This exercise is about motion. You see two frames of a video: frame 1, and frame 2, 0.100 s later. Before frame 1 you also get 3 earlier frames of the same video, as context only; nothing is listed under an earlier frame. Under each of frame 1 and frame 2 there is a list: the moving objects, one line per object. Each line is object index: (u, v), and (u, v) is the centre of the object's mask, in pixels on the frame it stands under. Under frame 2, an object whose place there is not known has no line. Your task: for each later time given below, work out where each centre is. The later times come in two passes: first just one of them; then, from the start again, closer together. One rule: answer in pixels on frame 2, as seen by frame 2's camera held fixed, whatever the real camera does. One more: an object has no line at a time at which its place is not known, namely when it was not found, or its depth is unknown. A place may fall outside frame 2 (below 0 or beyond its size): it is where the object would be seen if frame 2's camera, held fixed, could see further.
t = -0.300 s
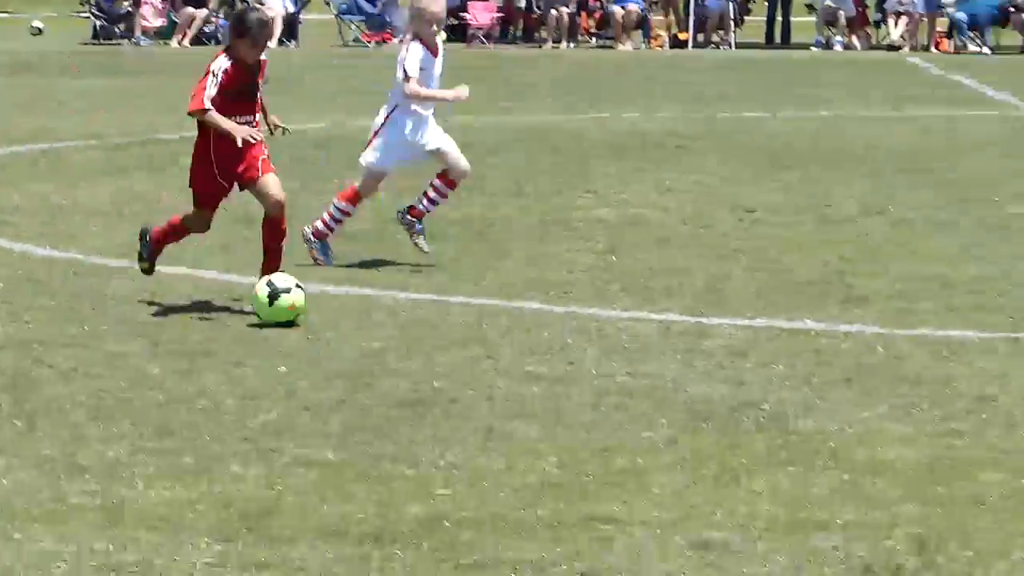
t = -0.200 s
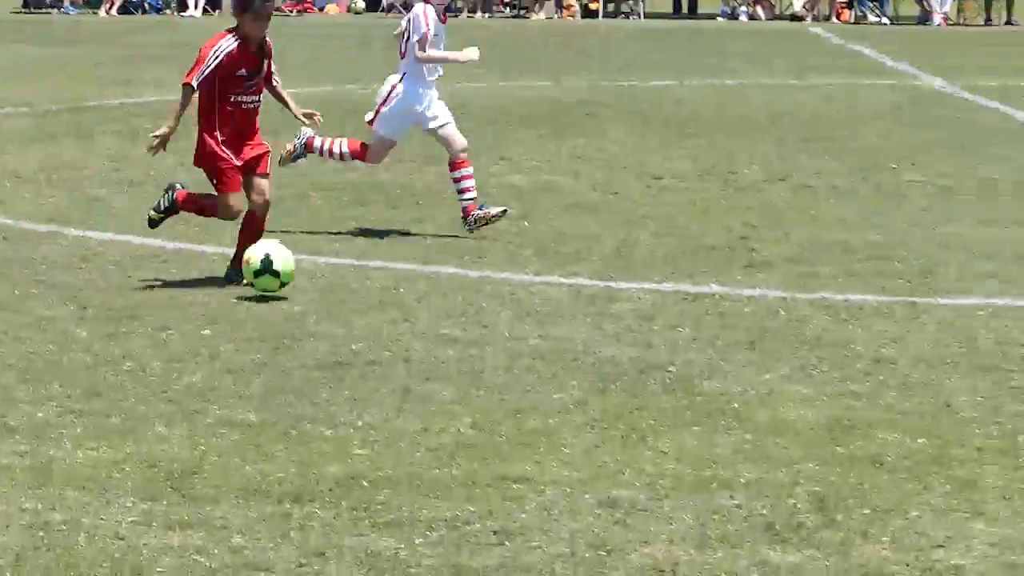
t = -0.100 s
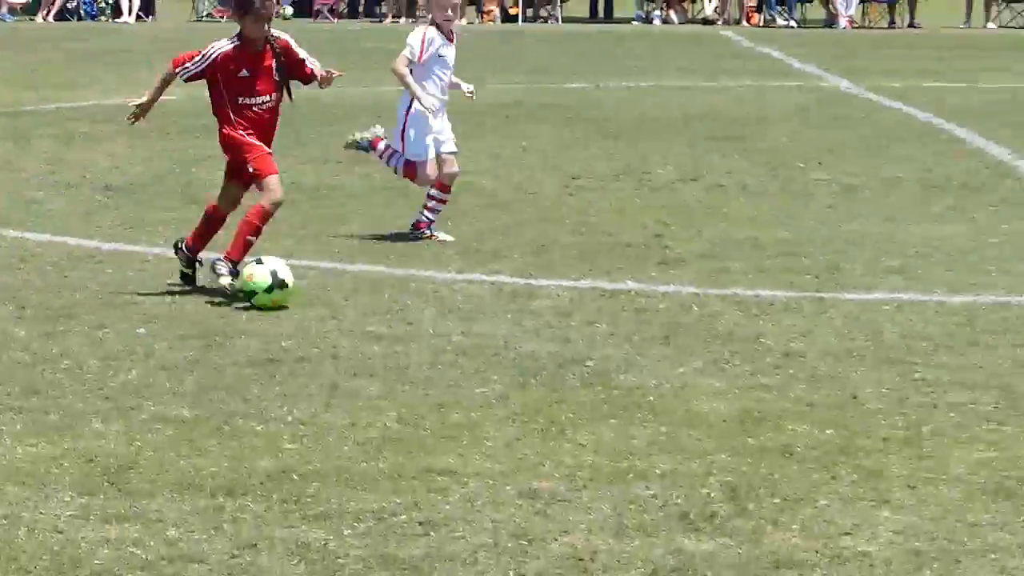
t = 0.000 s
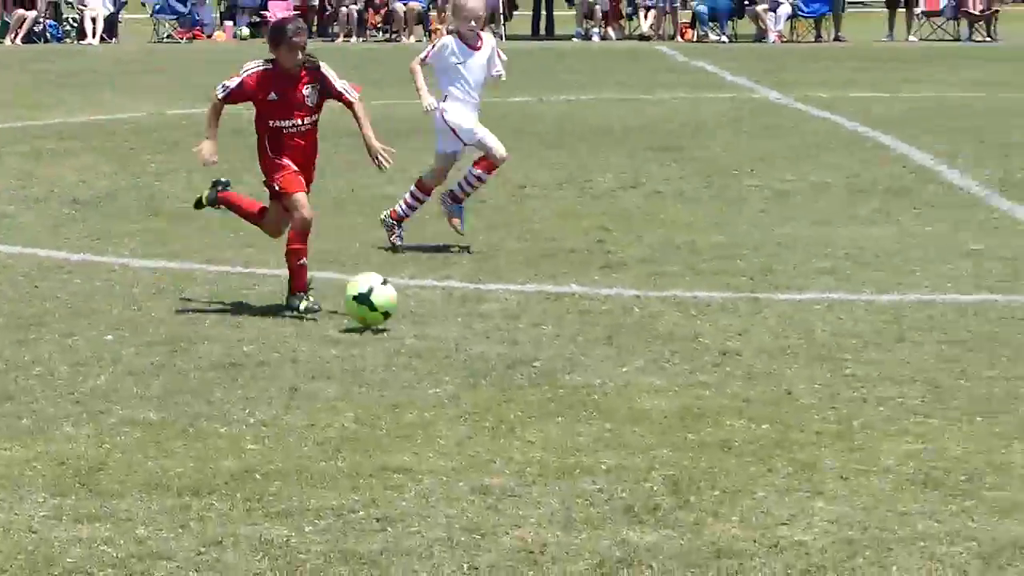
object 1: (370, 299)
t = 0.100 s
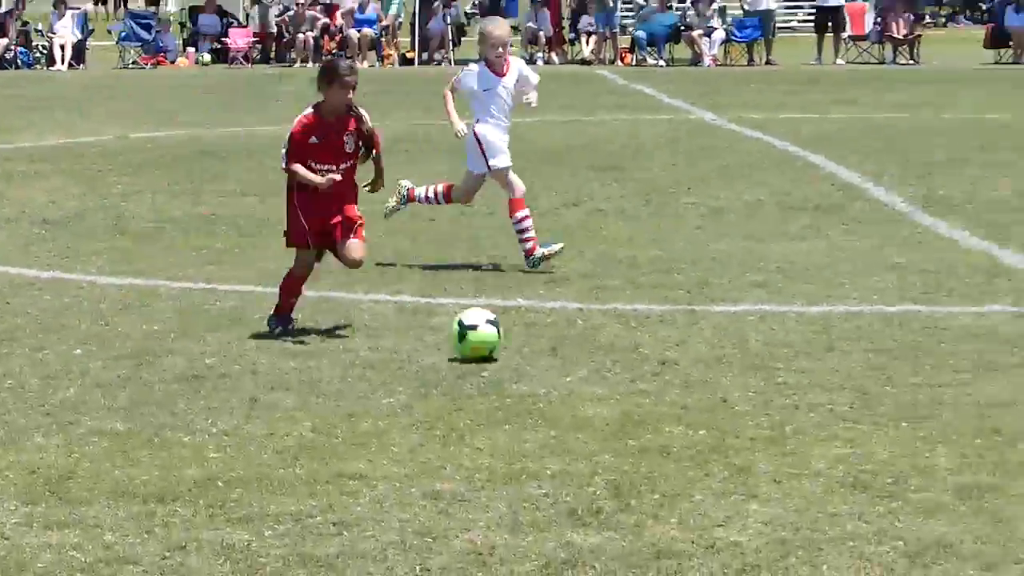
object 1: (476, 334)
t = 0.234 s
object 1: (664, 350)
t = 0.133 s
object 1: (525, 339)
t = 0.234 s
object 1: (664, 350)
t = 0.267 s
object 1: (712, 359)
